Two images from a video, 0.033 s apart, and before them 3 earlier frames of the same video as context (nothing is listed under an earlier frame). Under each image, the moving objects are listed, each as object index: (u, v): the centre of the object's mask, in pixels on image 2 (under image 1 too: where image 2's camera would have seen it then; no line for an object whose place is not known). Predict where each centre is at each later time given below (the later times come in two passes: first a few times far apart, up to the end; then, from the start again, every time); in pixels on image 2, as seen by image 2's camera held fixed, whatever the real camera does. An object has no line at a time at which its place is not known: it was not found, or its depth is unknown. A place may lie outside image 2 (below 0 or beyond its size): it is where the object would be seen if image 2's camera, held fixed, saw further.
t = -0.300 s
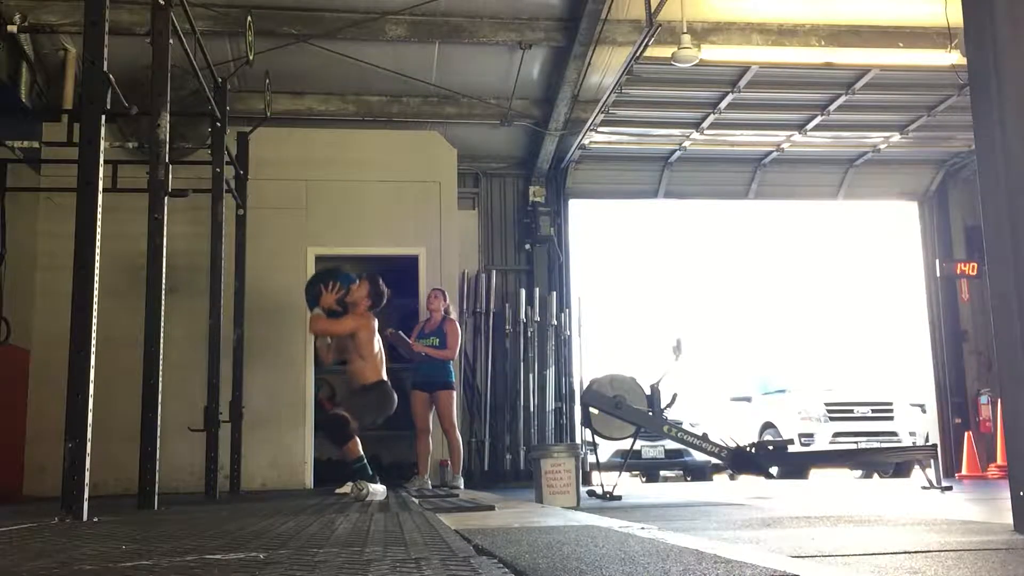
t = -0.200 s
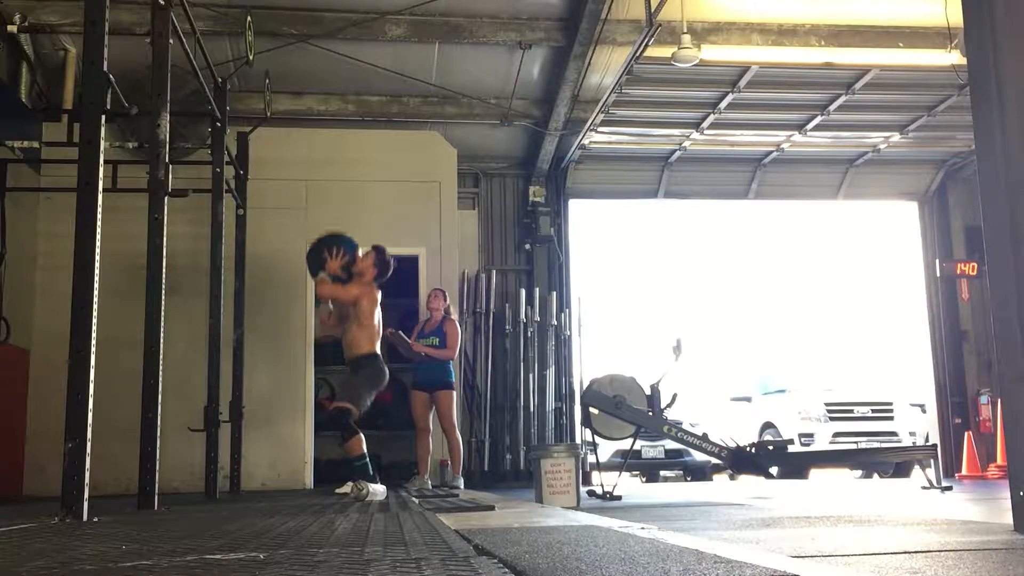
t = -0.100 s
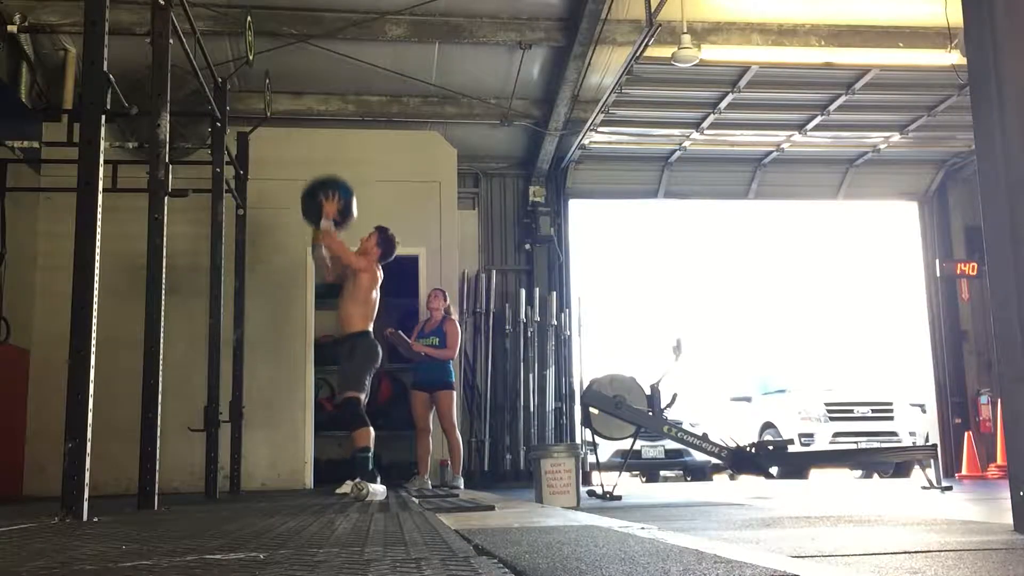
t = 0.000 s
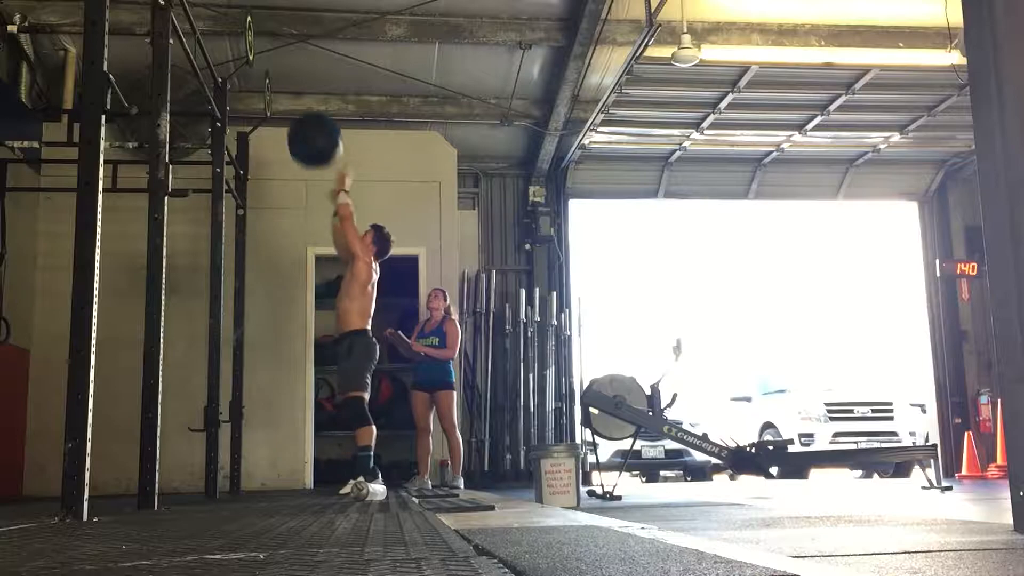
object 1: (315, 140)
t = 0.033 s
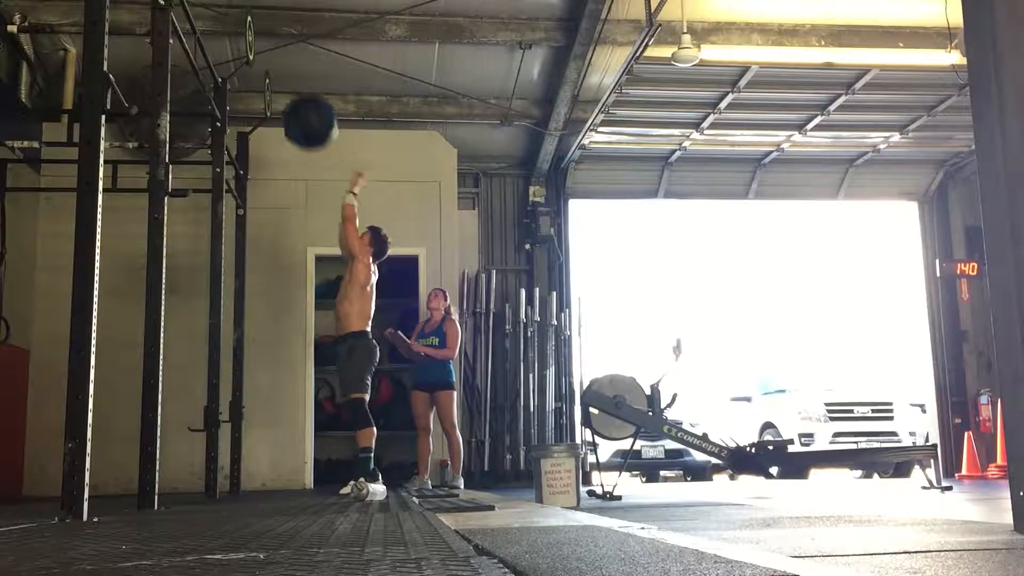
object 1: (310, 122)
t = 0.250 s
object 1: (279, 41)
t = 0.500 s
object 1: (289, 38)
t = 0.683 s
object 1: (307, 88)
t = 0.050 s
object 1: (308, 113)
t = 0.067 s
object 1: (305, 105)
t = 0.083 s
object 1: (302, 96)
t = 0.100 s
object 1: (300, 90)
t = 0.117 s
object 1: (298, 82)
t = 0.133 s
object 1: (296, 76)
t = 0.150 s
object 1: (293, 70)
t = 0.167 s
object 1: (291, 64)
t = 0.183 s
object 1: (288, 59)
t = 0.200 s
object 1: (286, 54)
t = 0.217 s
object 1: (283, 50)
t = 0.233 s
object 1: (281, 45)
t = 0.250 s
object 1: (279, 41)
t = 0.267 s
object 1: (277, 38)
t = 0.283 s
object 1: (274, 35)
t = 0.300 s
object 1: (273, 34)
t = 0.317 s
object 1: (272, 32)
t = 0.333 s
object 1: (273, 31)
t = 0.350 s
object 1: (275, 30)
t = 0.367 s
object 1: (276, 29)
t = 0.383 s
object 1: (278, 28)
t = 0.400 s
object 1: (280, 28)
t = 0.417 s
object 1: (281, 29)
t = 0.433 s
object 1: (283, 30)
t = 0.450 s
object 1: (285, 31)
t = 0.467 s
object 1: (286, 33)
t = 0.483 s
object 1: (288, 34)
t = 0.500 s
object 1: (289, 38)
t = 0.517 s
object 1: (291, 41)
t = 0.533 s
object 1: (293, 43)
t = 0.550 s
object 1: (294, 47)
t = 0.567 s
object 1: (296, 50)
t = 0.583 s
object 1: (297, 55)
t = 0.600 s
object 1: (299, 59)
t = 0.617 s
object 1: (301, 64)
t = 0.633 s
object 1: (303, 69)
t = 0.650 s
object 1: (304, 74)
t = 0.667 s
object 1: (306, 81)
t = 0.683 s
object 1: (307, 88)
